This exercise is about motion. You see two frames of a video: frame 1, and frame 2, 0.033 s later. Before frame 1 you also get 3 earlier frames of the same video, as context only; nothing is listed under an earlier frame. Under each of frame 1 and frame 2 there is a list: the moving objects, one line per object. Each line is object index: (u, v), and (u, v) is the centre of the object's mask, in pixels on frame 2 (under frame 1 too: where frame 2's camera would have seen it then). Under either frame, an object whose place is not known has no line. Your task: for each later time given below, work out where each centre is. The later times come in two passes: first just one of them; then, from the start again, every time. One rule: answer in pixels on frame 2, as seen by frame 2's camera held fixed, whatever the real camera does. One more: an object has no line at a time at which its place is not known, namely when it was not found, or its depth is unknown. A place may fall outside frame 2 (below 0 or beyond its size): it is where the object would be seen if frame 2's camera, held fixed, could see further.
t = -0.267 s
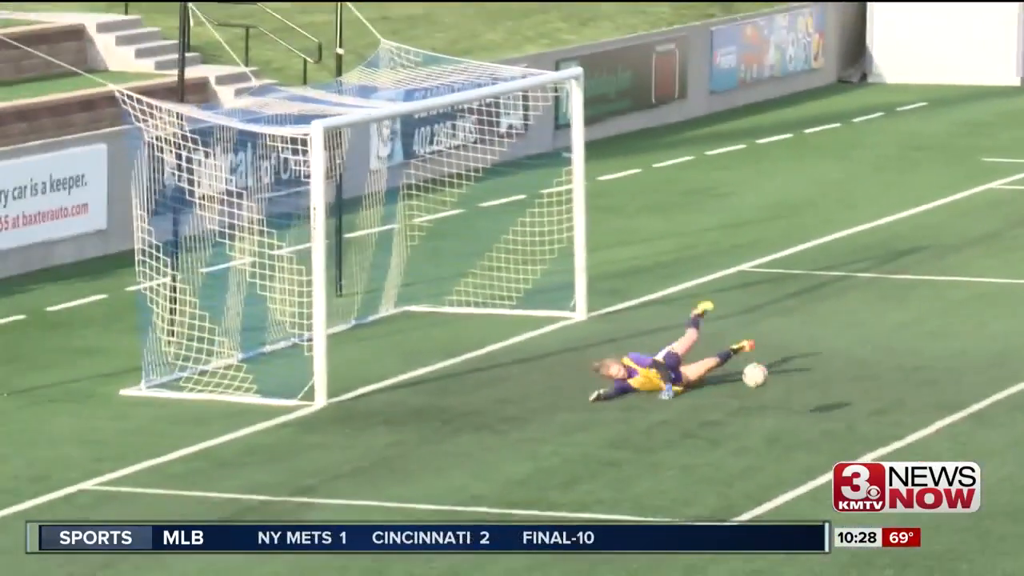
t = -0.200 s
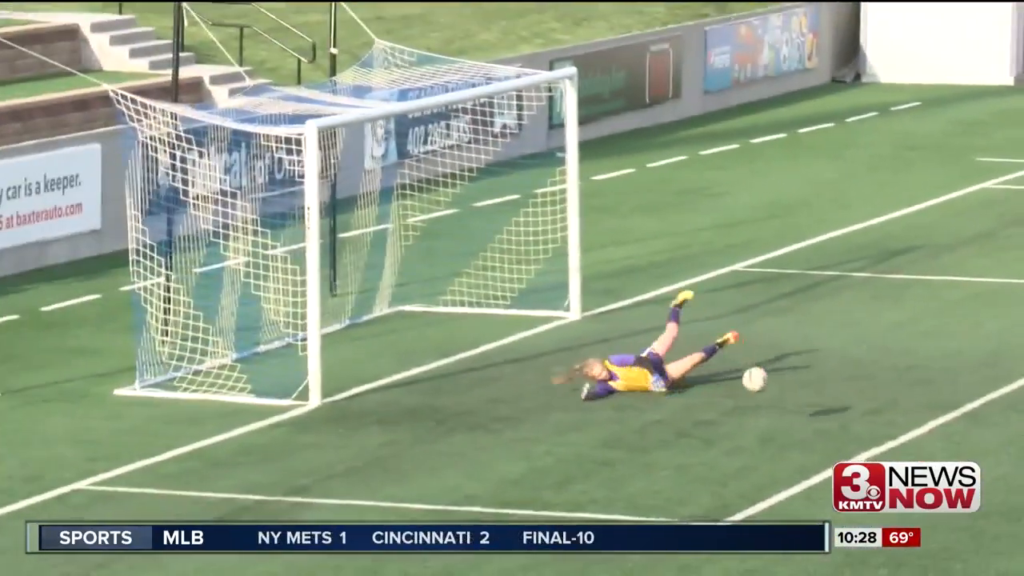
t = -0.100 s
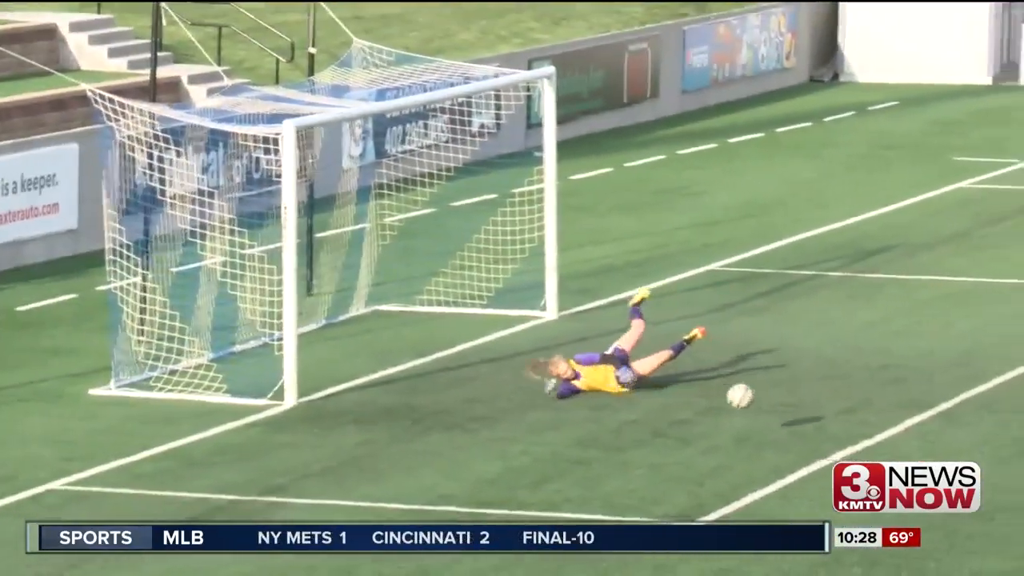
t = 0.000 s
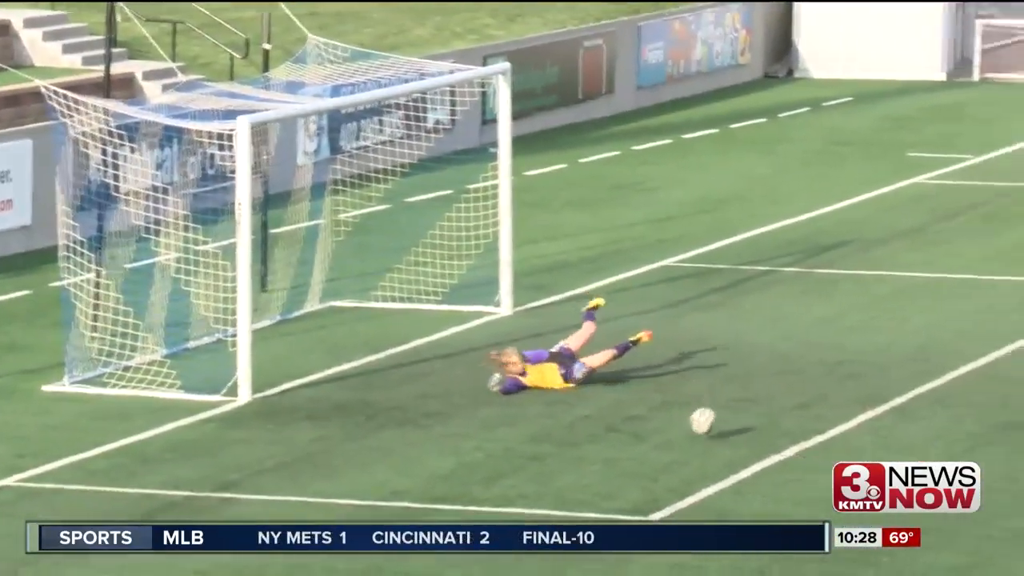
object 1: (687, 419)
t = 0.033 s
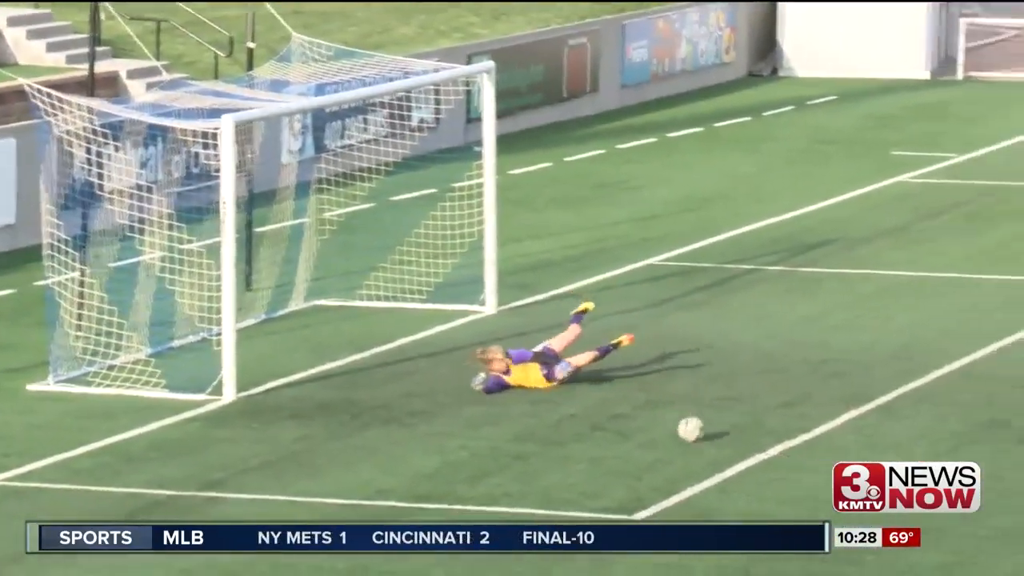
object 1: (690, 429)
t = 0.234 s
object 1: (705, 422)
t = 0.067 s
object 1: (692, 425)
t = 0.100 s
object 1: (695, 422)
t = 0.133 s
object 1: (697, 419)
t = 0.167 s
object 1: (699, 419)
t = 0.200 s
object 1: (701, 419)
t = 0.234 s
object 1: (705, 422)
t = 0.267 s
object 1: (708, 425)
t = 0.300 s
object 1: (711, 431)
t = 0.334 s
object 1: (713, 437)
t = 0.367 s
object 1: (715, 444)
